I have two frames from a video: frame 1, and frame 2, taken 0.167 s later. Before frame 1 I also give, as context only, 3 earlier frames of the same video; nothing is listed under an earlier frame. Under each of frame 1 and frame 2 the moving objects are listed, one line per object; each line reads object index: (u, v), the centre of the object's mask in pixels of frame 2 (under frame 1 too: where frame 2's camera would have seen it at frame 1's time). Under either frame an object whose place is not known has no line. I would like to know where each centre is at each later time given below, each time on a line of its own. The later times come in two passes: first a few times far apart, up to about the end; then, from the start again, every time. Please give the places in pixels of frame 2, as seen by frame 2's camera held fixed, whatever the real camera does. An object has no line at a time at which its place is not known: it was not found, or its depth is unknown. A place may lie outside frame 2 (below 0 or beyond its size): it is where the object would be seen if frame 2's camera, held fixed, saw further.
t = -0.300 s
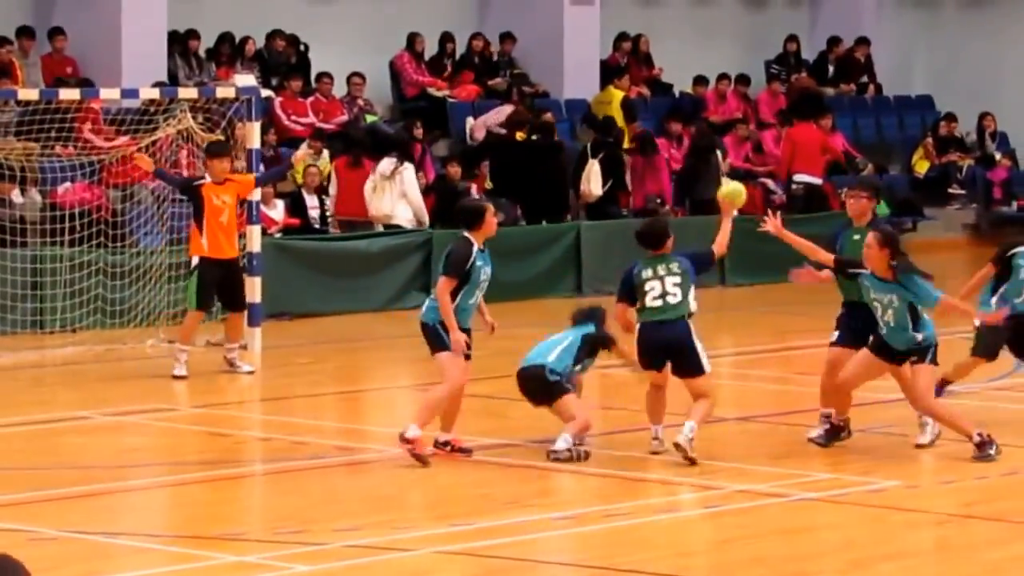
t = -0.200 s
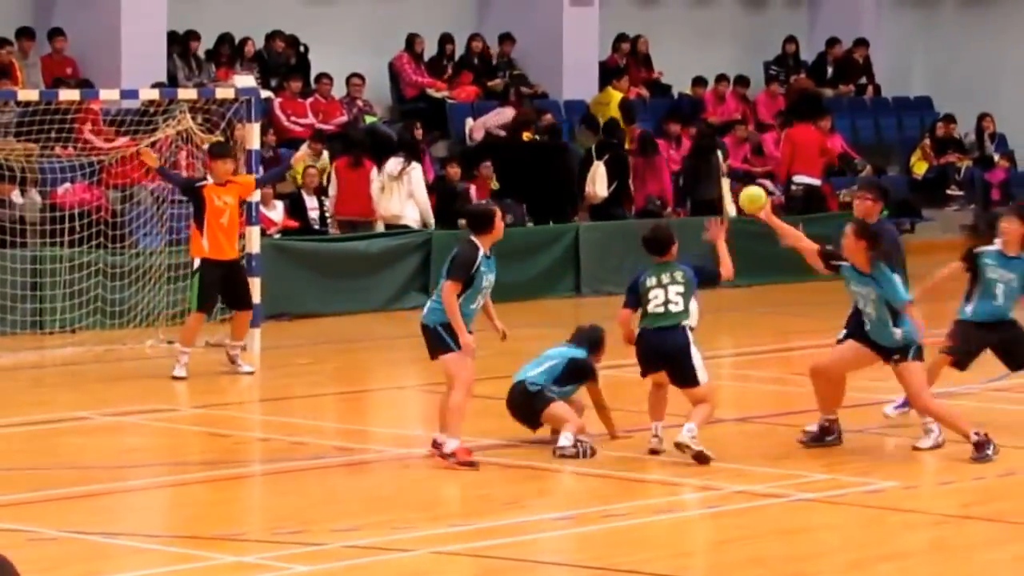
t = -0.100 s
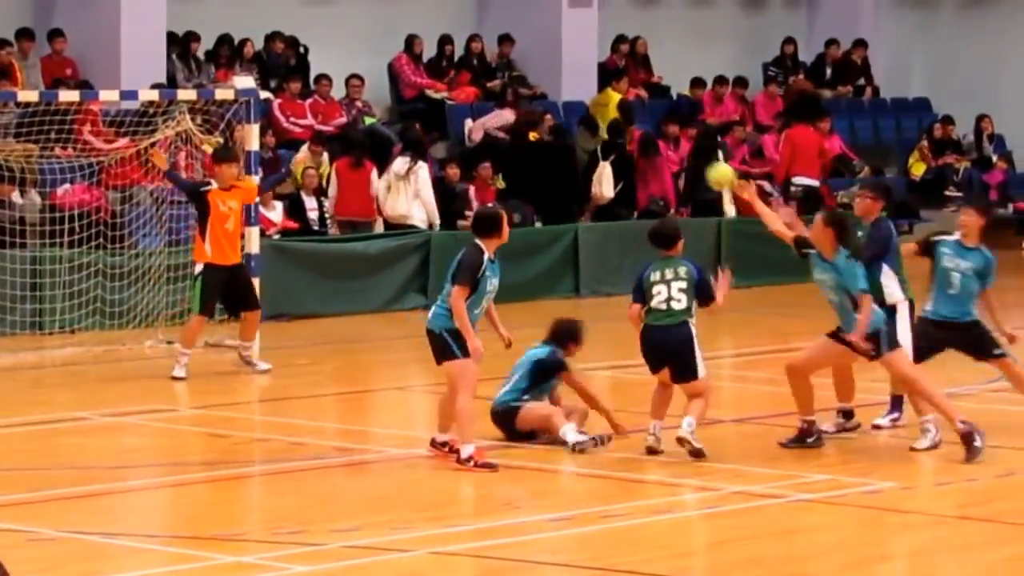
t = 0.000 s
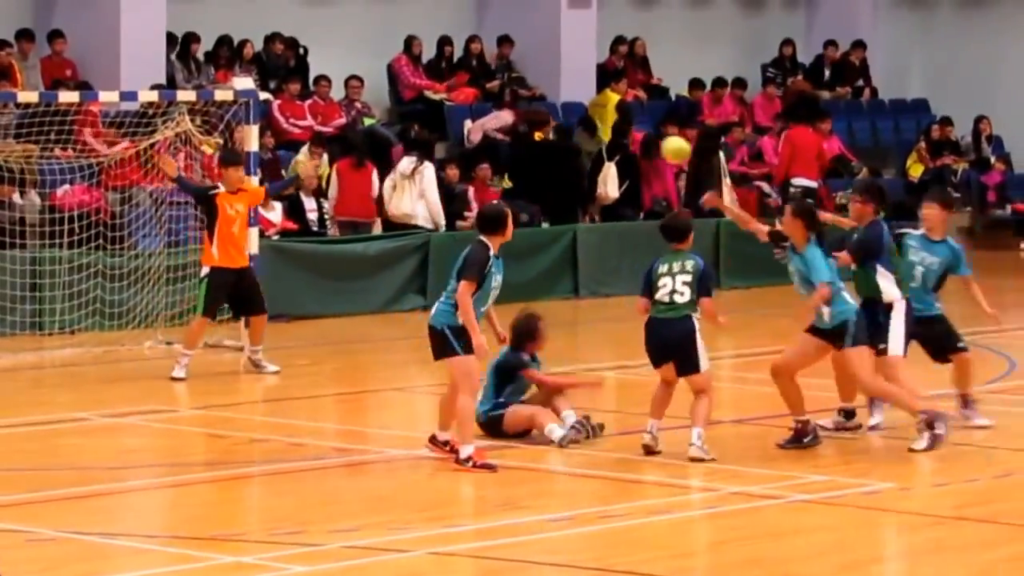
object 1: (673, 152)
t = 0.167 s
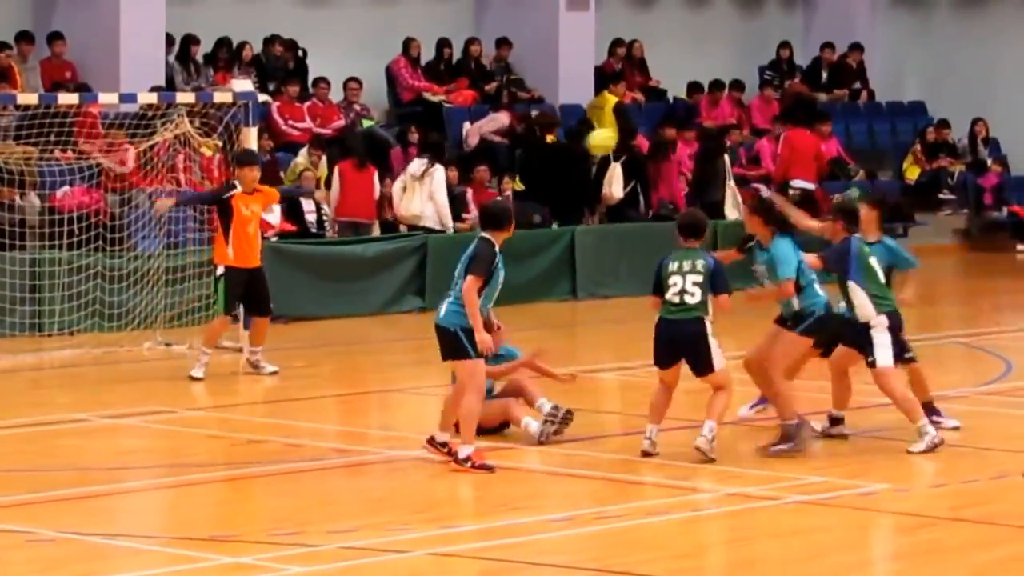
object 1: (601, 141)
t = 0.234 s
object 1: (574, 150)
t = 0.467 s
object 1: (482, 229)
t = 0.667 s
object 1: (408, 351)
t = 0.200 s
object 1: (588, 146)
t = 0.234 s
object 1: (574, 150)
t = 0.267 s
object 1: (560, 157)
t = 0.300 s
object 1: (546, 165)
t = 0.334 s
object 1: (533, 176)
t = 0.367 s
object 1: (521, 186)
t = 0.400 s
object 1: (507, 198)
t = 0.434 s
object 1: (495, 213)
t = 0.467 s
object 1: (482, 229)
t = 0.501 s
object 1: (468, 247)
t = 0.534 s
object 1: (456, 265)
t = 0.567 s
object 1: (443, 286)
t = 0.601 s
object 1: (432, 304)
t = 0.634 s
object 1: (421, 329)
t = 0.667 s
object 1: (408, 351)
